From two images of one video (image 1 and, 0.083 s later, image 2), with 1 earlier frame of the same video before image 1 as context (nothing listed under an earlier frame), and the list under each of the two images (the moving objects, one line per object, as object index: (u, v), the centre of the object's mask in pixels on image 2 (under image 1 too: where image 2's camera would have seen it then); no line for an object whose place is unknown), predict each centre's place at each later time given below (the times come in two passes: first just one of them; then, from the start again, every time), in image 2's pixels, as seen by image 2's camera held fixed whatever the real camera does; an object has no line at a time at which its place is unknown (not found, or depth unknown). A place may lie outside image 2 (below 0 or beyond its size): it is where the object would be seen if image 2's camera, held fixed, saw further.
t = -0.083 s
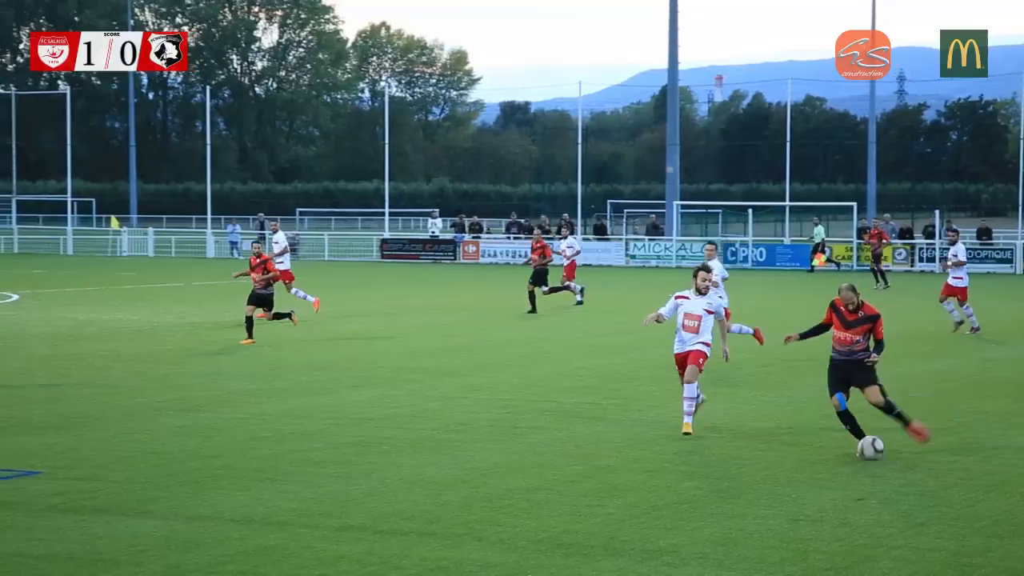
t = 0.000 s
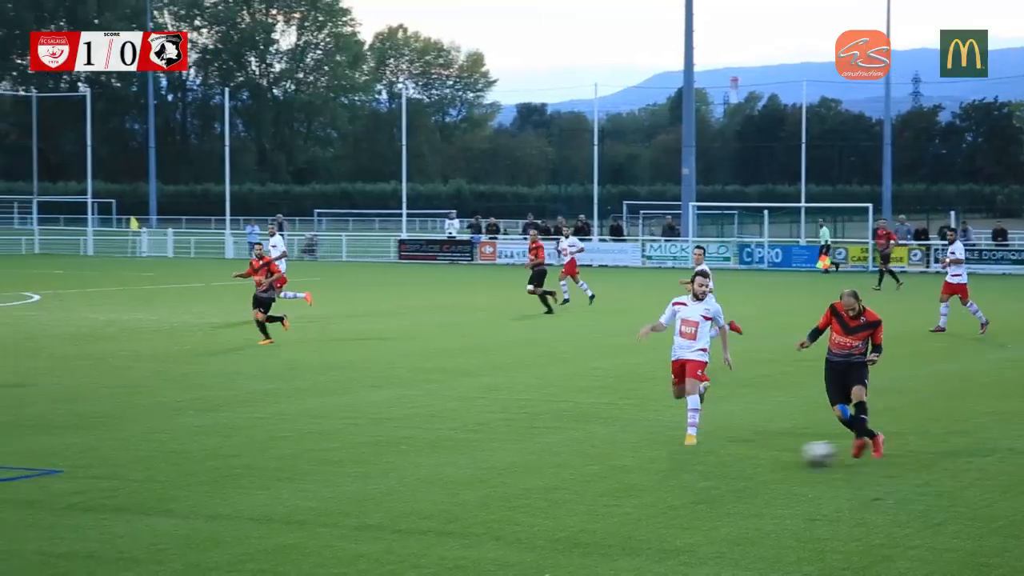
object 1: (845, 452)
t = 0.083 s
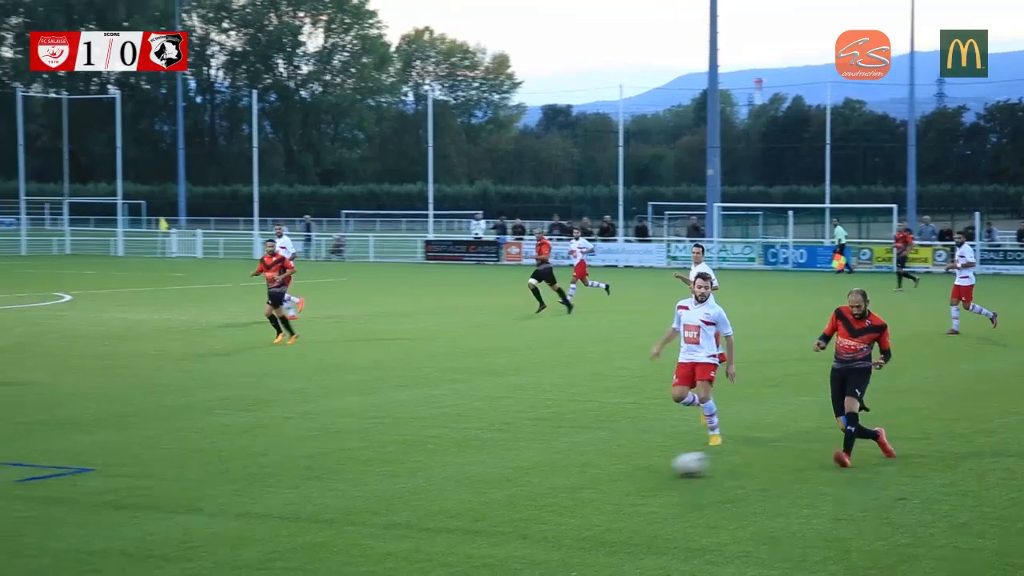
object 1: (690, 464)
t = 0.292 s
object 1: (292, 493)
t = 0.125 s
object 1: (614, 470)
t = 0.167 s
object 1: (535, 475)
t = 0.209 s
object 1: (457, 480)
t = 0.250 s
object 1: (375, 486)
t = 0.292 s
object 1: (292, 493)
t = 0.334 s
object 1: (209, 499)
